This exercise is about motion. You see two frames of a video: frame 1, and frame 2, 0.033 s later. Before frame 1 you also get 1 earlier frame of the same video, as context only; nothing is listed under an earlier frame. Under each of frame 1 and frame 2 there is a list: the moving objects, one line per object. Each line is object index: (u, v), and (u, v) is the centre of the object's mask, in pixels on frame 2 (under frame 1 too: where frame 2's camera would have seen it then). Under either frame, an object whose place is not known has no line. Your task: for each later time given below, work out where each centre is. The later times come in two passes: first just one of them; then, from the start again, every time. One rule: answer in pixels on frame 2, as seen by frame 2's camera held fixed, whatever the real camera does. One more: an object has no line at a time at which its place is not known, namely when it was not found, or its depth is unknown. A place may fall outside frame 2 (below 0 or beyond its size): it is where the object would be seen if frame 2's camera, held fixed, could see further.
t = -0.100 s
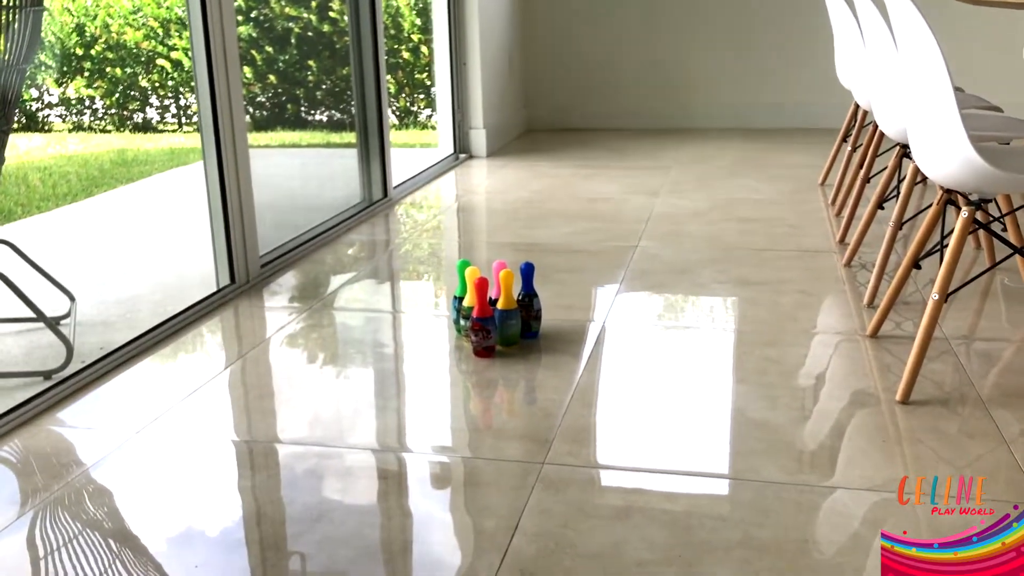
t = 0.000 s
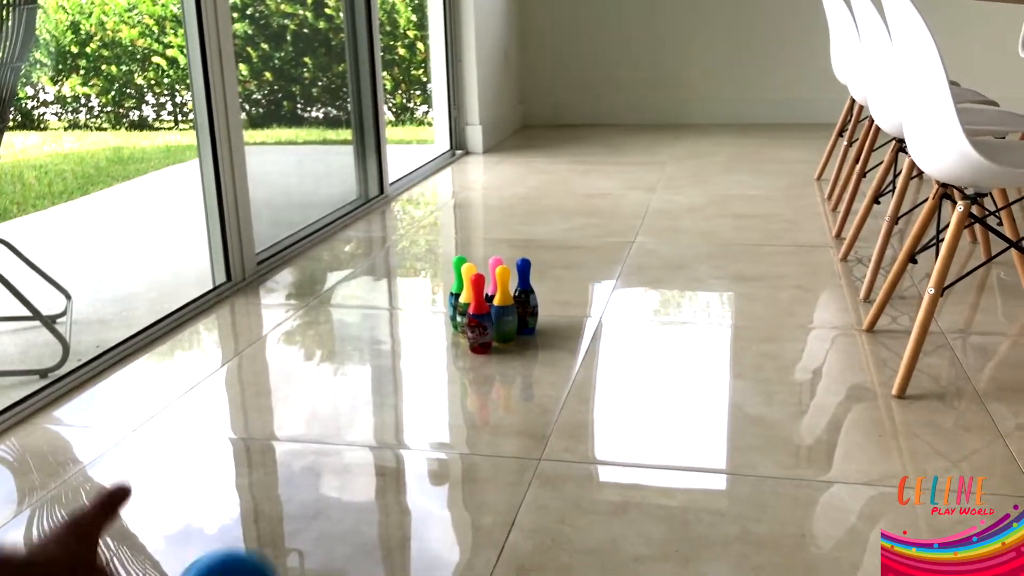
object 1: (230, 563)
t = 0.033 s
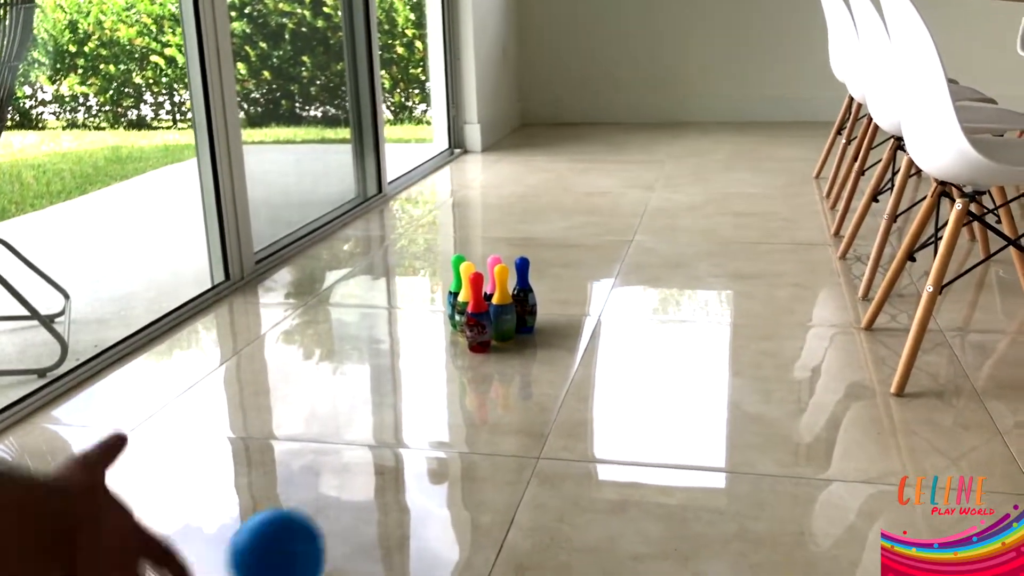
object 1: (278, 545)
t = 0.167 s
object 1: (410, 464)
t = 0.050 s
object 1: (300, 537)
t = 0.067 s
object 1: (320, 526)
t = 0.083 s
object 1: (339, 516)
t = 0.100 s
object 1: (357, 508)
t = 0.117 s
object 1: (374, 503)
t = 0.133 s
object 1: (388, 500)
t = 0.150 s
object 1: (401, 492)
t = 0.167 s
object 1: (410, 464)
